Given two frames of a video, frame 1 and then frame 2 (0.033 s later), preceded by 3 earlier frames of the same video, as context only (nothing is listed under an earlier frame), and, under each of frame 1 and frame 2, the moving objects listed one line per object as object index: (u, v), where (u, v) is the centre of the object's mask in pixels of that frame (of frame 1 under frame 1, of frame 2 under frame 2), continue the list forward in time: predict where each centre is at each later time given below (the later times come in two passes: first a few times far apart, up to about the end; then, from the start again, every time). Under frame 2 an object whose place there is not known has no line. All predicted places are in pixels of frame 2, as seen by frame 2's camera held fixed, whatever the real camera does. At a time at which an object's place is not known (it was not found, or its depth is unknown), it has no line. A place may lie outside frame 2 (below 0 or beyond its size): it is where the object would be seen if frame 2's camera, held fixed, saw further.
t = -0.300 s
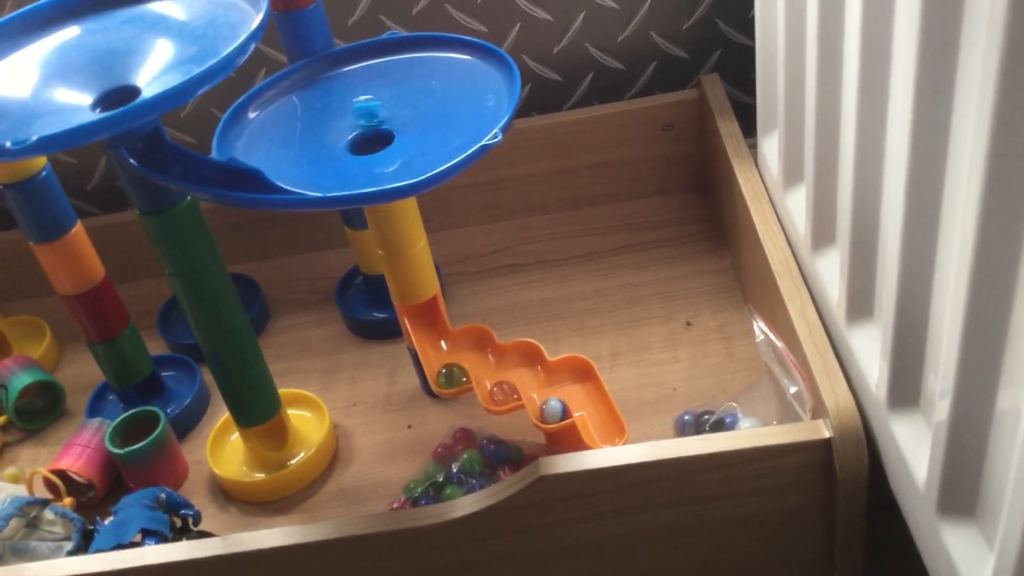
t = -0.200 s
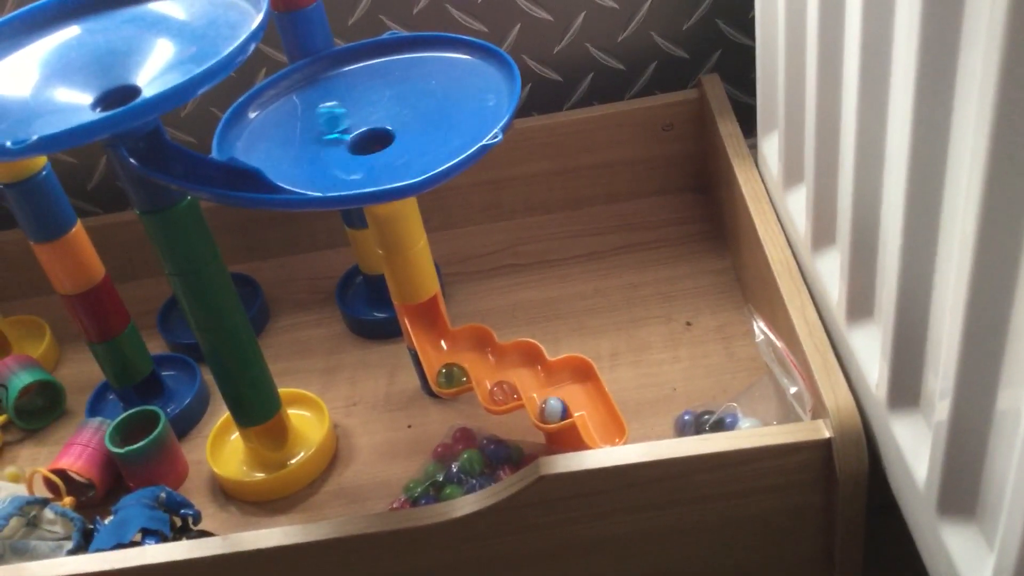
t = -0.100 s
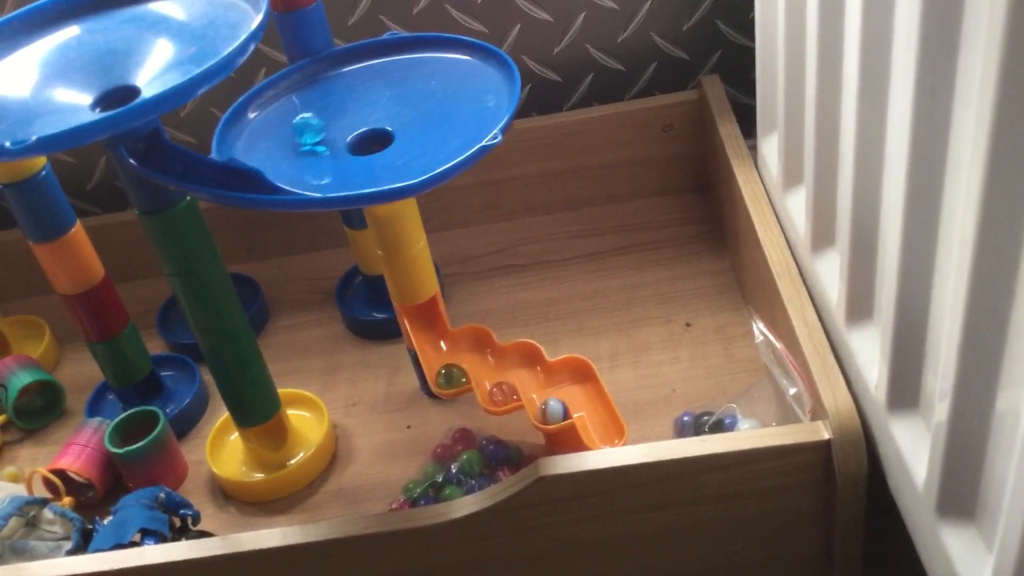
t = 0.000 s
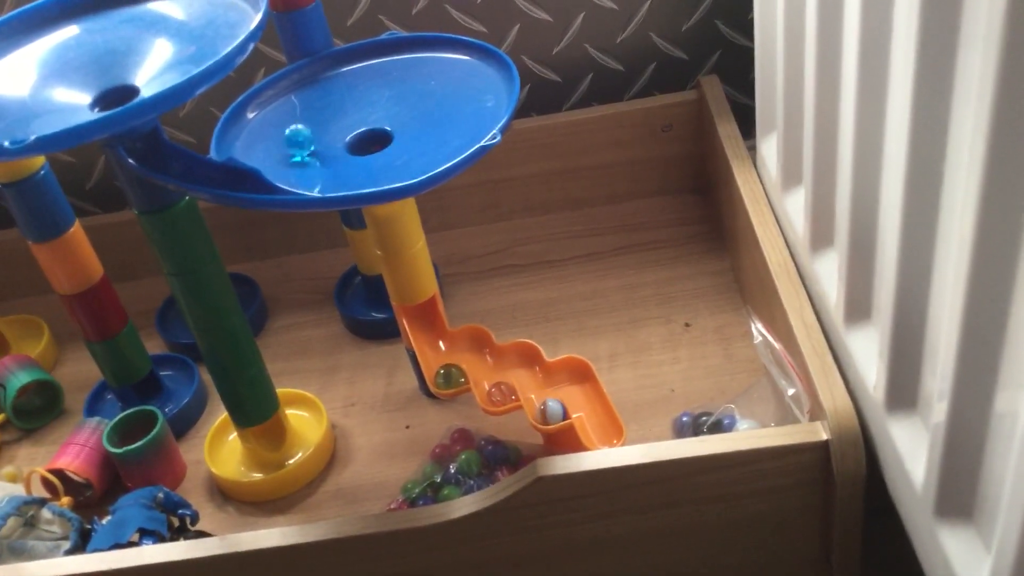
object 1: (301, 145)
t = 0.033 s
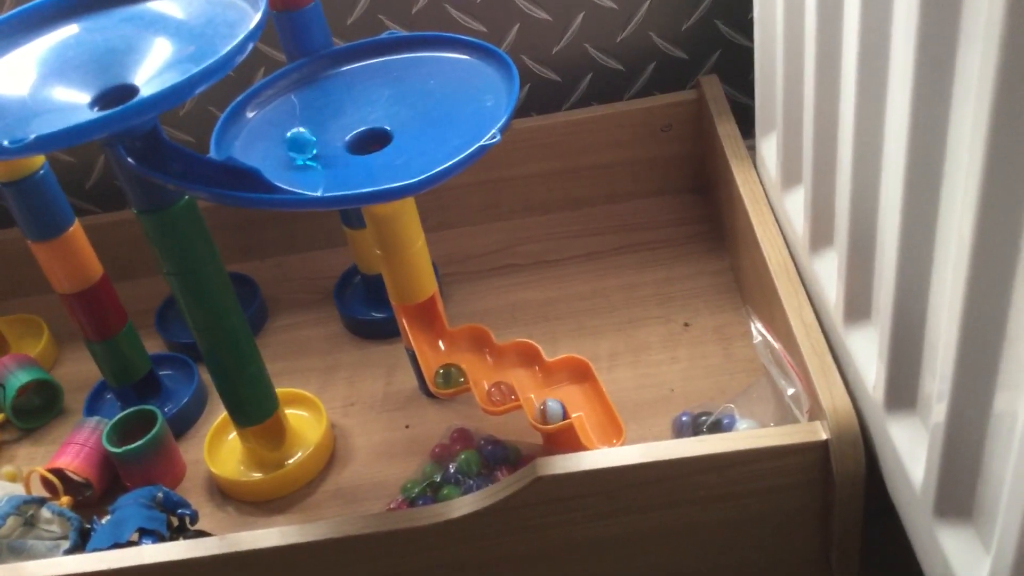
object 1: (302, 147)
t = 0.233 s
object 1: (355, 152)
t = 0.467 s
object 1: (404, 124)
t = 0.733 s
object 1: (330, 129)
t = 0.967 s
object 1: (312, 153)
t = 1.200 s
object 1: (374, 142)
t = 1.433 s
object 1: (376, 112)
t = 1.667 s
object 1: (327, 141)
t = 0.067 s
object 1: (306, 151)
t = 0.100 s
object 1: (313, 153)
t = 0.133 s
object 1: (321, 154)
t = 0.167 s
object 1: (331, 154)
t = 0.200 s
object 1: (342, 154)
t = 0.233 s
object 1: (355, 152)
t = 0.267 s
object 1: (366, 149)
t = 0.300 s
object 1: (377, 146)
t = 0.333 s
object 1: (386, 142)
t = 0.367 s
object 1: (395, 137)
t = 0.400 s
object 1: (401, 132)
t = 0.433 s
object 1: (403, 128)
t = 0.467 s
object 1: (404, 124)
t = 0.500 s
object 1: (402, 120)
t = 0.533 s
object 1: (397, 118)
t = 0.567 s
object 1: (390, 115)
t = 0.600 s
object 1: (379, 115)
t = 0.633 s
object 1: (364, 114)
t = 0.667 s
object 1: (350, 120)
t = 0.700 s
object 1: (339, 124)
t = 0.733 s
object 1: (330, 129)
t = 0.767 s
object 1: (322, 134)
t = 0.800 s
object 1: (315, 137)
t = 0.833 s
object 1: (310, 141)
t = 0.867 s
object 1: (308, 145)
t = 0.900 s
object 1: (307, 148)
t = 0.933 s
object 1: (309, 151)
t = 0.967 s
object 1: (312, 153)
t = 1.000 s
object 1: (318, 155)
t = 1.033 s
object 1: (325, 154)
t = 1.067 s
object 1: (333, 154)
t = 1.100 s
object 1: (344, 153)
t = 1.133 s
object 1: (355, 150)
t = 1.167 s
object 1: (364, 146)
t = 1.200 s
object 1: (374, 142)
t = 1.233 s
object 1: (383, 136)
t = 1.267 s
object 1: (389, 128)
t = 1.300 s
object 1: (392, 122)
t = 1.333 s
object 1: (392, 117)
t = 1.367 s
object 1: (388, 115)
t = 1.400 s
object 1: (383, 112)
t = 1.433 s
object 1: (376, 112)
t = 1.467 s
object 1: (365, 112)
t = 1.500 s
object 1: (357, 112)
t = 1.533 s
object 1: (347, 121)
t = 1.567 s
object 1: (339, 125)
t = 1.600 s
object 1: (333, 128)
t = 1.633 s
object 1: (330, 134)
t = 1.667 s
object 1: (327, 141)
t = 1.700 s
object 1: (325, 143)
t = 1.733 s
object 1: (324, 146)
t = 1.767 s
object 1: (327, 151)
